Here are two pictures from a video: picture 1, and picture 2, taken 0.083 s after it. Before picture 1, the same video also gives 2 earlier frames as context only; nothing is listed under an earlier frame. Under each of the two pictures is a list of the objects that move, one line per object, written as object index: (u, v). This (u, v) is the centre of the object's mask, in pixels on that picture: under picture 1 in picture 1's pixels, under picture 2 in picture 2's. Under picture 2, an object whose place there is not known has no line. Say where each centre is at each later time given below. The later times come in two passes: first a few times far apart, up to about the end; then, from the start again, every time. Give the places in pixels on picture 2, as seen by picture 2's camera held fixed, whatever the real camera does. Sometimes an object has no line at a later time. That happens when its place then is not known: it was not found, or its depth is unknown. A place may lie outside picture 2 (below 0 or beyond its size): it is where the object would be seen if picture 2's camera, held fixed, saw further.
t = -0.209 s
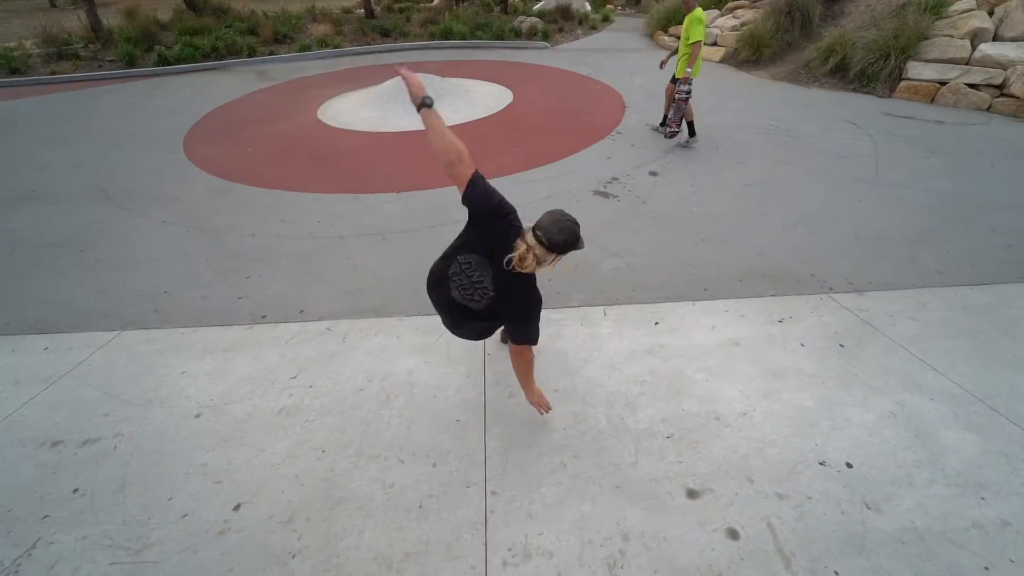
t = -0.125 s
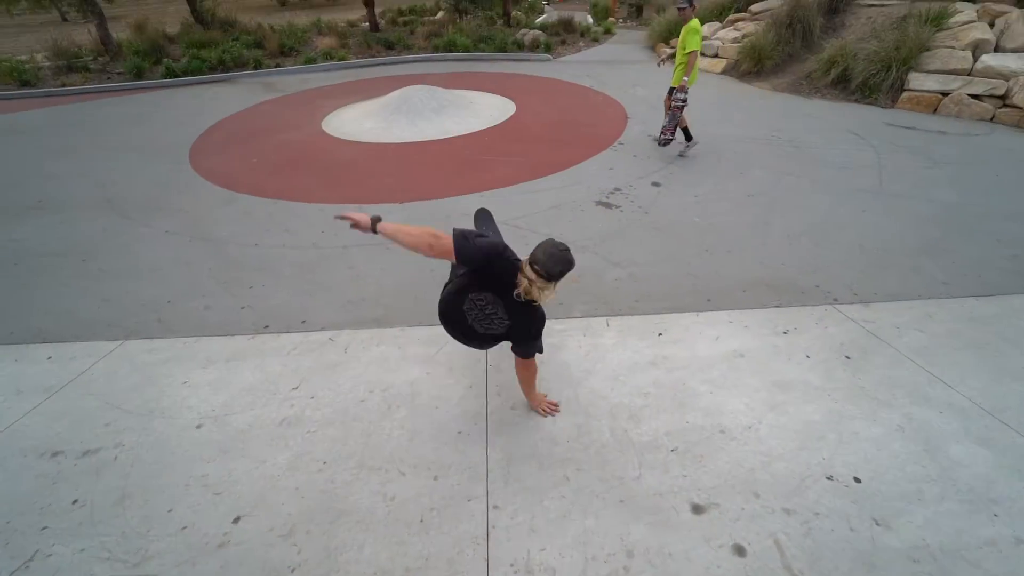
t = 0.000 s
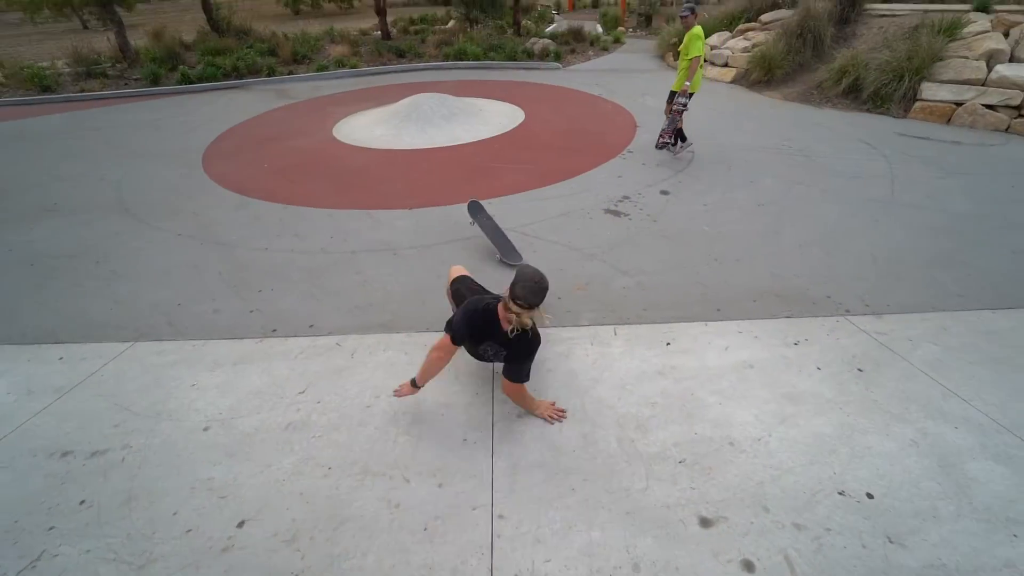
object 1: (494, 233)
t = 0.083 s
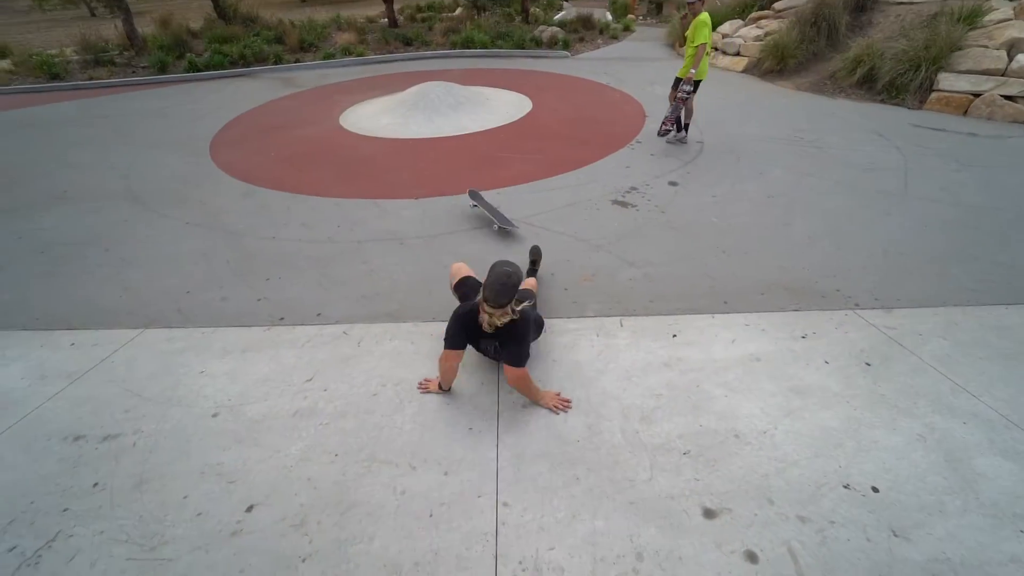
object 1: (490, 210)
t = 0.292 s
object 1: (460, 186)
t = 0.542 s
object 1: (417, 163)
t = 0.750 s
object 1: (388, 148)
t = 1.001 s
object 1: (361, 135)
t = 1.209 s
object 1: (343, 125)
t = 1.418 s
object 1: (326, 117)
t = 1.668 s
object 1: (307, 109)
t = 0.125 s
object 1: (484, 206)
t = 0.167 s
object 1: (478, 199)
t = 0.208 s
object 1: (474, 195)
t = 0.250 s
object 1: (468, 191)
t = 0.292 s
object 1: (460, 186)
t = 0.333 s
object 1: (452, 182)
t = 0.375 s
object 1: (444, 178)
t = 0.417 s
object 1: (436, 174)
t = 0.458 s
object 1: (430, 170)
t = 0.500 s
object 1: (423, 167)
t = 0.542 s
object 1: (417, 163)
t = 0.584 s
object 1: (411, 160)
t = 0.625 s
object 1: (405, 157)
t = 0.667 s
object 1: (400, 154)
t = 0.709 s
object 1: (395, 151)
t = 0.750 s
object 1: (388, 148)
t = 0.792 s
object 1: (383, 145)
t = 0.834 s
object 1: (379, 143)
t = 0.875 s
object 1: (375, 141)
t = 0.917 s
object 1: (372, 139)
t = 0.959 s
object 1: (366, 137)
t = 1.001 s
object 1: (361, 135)
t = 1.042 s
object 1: (356, 133)
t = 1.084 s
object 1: (351, 131)
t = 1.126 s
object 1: (349, 129)
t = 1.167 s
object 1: (346, 127)
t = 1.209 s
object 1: (343, 125)
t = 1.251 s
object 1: (341, 124)
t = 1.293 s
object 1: (338, 122)
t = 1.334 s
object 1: (333, 120)
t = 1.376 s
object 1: (329, 119)
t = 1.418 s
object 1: (326, 117)
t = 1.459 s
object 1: (324, 116)
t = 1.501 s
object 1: (323, 115)
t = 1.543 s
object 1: (320, 114)
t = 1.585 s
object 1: (317, 112)
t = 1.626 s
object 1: (314, 110)
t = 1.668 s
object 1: (307, 109)
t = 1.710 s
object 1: (304, 107)
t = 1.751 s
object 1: (303, 108)
